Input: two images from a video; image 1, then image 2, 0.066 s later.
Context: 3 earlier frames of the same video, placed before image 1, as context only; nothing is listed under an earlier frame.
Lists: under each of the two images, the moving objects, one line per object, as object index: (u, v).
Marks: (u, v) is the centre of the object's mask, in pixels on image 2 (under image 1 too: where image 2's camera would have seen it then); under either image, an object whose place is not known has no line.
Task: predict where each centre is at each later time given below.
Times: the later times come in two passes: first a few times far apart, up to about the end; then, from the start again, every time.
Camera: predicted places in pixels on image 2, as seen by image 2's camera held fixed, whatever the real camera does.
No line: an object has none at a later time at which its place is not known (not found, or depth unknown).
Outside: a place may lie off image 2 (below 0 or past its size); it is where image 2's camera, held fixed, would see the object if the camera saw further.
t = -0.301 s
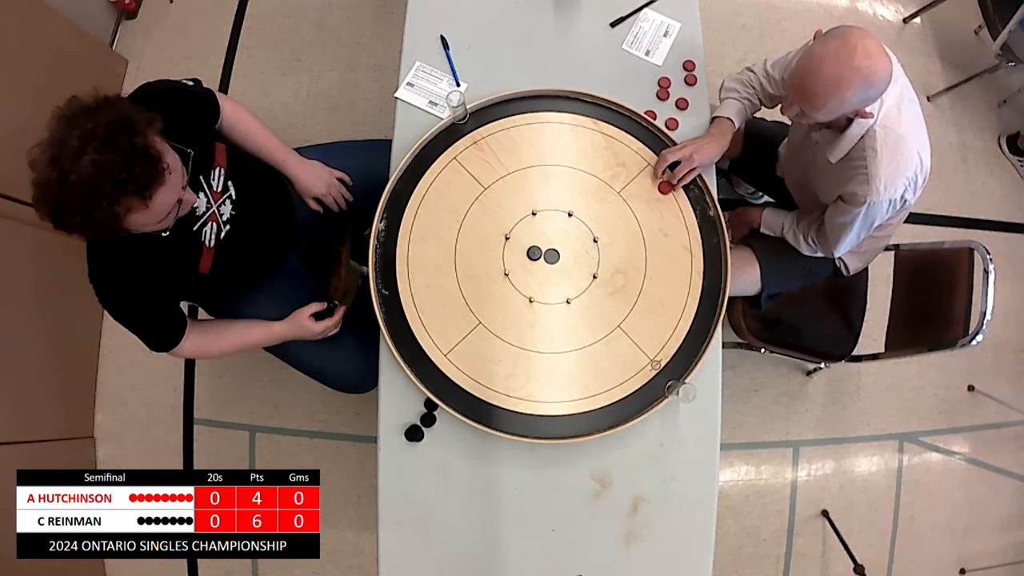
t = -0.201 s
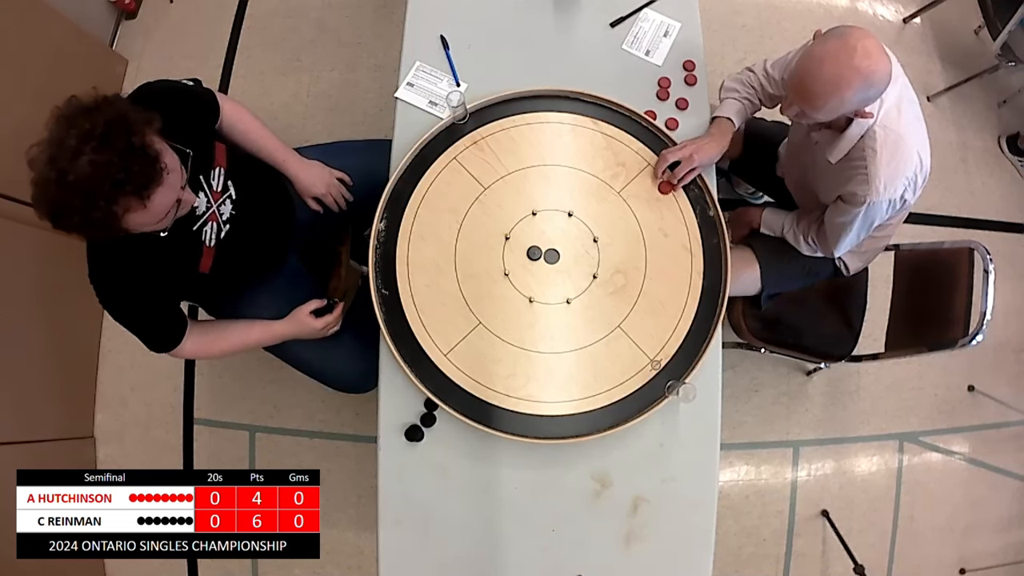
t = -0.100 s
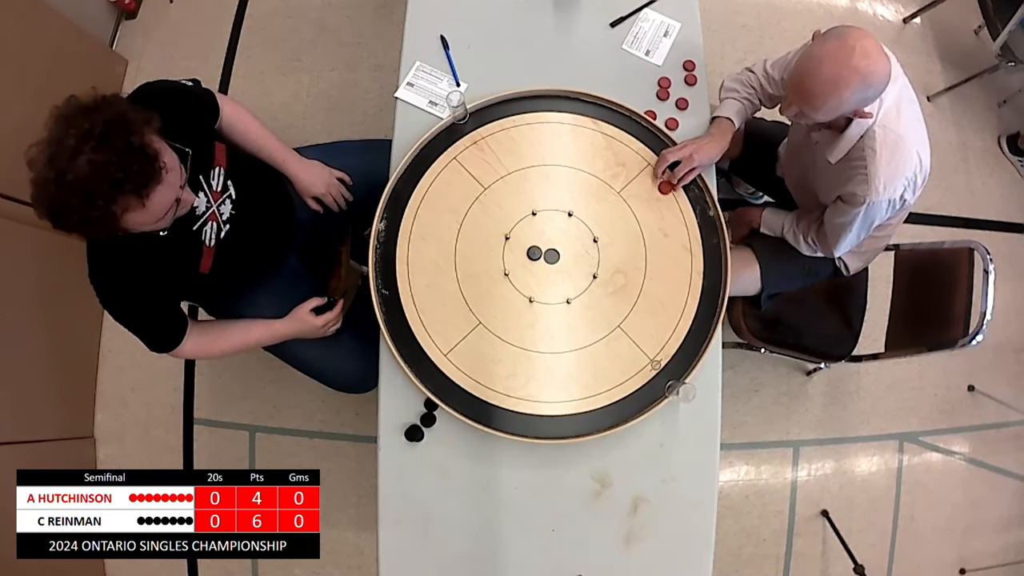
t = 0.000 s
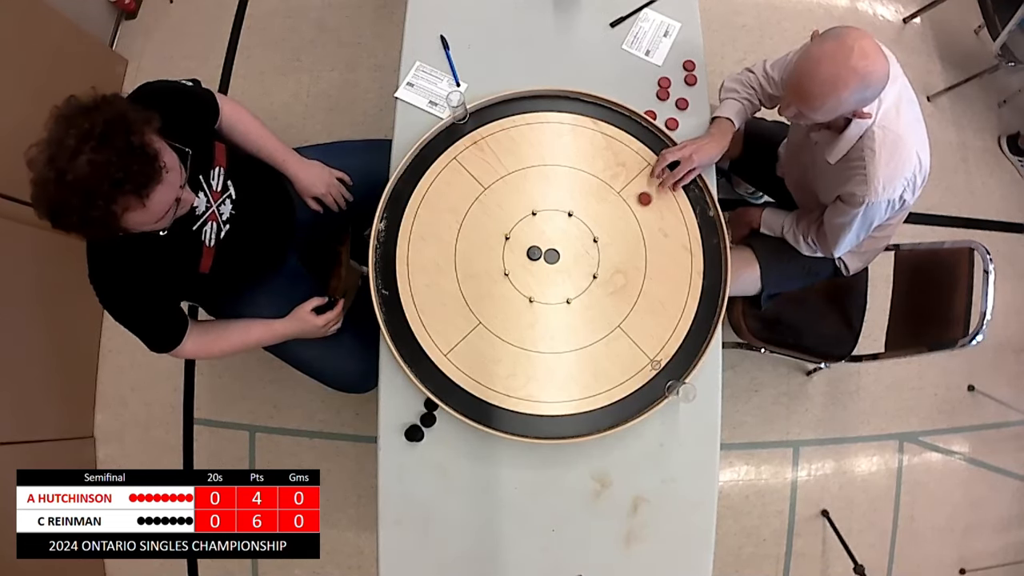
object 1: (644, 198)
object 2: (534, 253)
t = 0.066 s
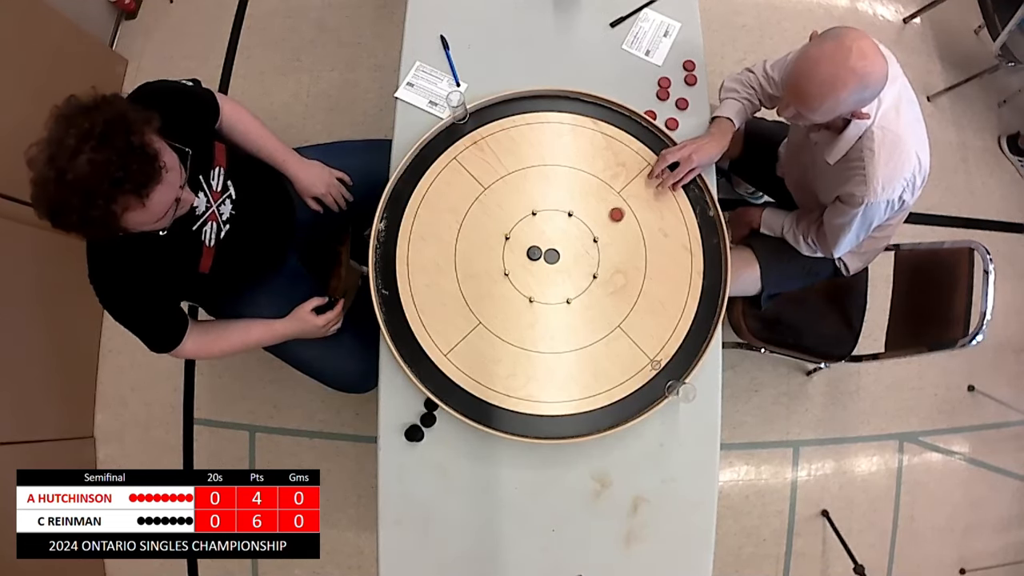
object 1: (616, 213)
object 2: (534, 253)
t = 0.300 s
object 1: (551, 255)
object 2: (519, 255)
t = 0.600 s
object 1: (552, 254)
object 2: (462, 262)
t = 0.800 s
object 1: (552, 254)
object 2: (451, 263)
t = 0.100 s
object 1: (603, 221)
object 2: (534, 252)
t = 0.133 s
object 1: (590, 229)
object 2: (534, 252)
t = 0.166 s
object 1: (577, 235)
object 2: (534, 252)
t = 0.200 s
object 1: (565, 242)
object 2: (534, 253)
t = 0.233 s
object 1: (553, 252)
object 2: (534, 253)
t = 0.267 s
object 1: (551, 254)
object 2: (528, 253)
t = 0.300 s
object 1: (551, 255)
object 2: (519, 255)
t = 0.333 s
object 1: (552, 256)
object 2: (510, 256)
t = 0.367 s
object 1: (552, 256)
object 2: (502, 257)
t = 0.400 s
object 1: (552, 255)
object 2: (494, 258)
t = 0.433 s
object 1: (552, 256)
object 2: (487, 259)
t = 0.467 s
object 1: (552, 255)
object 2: (481, 259)
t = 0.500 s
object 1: (552, 254)
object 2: (475, 260)
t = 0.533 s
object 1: (551, 254)
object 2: (470, 261)
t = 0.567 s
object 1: (552, 254)
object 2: (466, 261)
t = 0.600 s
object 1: (552, 254)
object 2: (462, 262)
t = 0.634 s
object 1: (552, 254)
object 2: (459, 262)
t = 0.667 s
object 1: (552, 254)
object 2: (456, 262)
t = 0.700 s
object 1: (551, 254)
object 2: (454, 262)
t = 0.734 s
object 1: (551, 254)
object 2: (452, 263)
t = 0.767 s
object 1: (552, 254)
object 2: (452, 263)
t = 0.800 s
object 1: (552, 254)
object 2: (451, 263)
